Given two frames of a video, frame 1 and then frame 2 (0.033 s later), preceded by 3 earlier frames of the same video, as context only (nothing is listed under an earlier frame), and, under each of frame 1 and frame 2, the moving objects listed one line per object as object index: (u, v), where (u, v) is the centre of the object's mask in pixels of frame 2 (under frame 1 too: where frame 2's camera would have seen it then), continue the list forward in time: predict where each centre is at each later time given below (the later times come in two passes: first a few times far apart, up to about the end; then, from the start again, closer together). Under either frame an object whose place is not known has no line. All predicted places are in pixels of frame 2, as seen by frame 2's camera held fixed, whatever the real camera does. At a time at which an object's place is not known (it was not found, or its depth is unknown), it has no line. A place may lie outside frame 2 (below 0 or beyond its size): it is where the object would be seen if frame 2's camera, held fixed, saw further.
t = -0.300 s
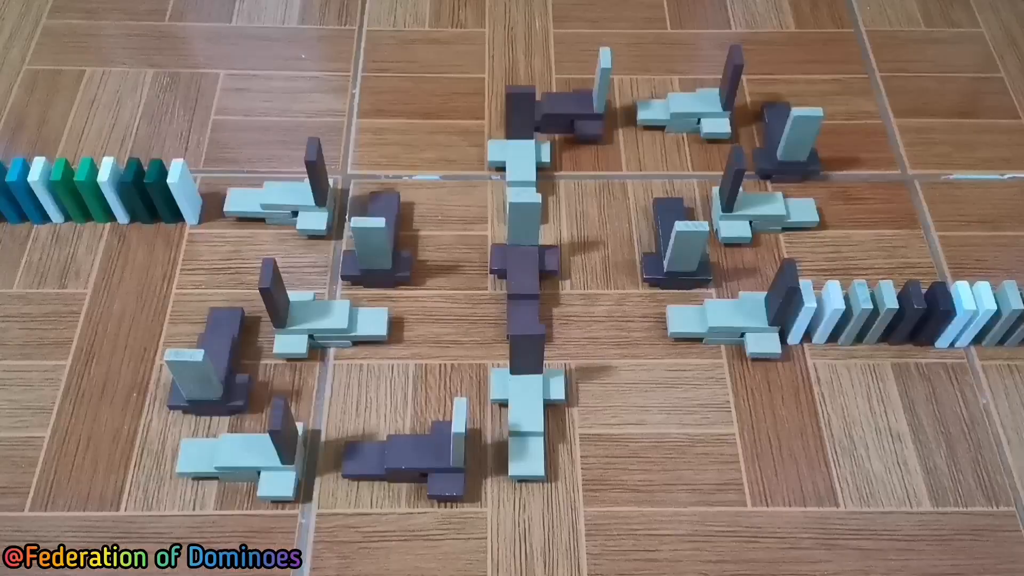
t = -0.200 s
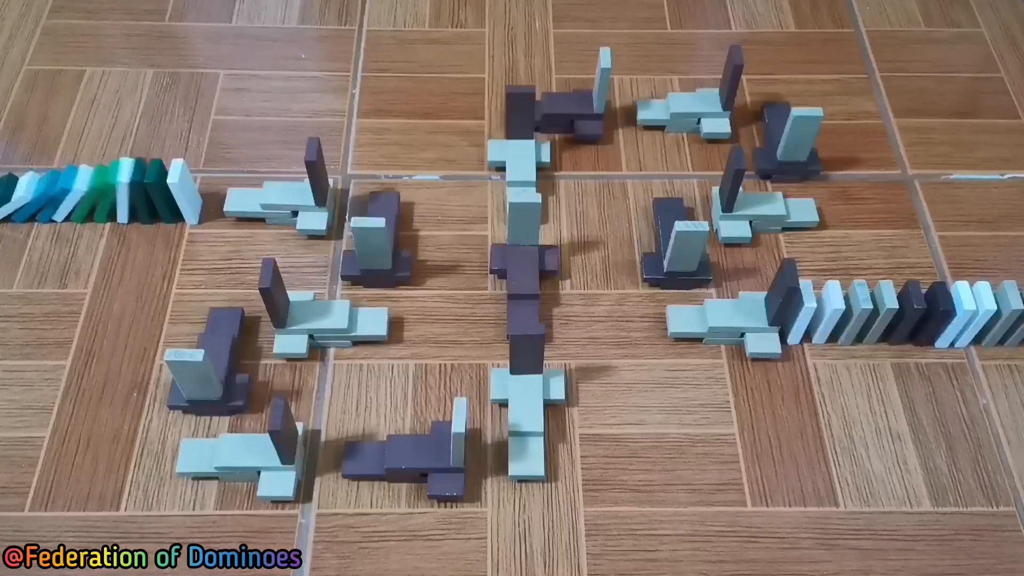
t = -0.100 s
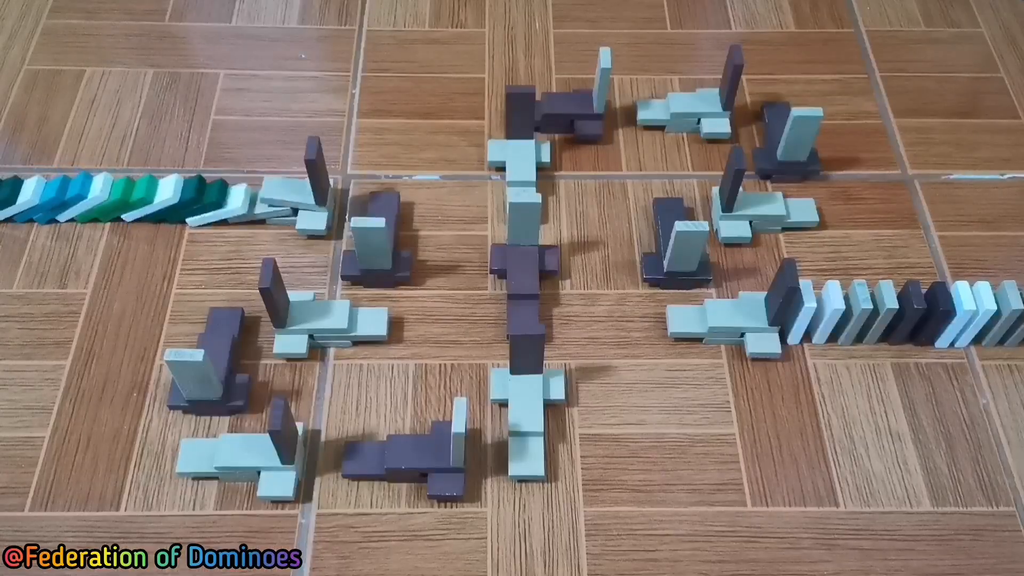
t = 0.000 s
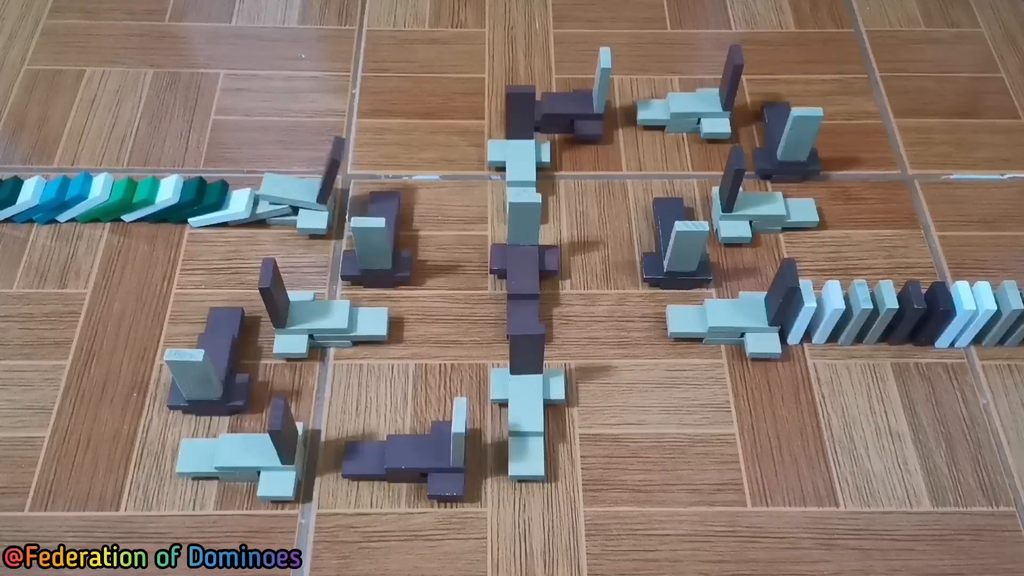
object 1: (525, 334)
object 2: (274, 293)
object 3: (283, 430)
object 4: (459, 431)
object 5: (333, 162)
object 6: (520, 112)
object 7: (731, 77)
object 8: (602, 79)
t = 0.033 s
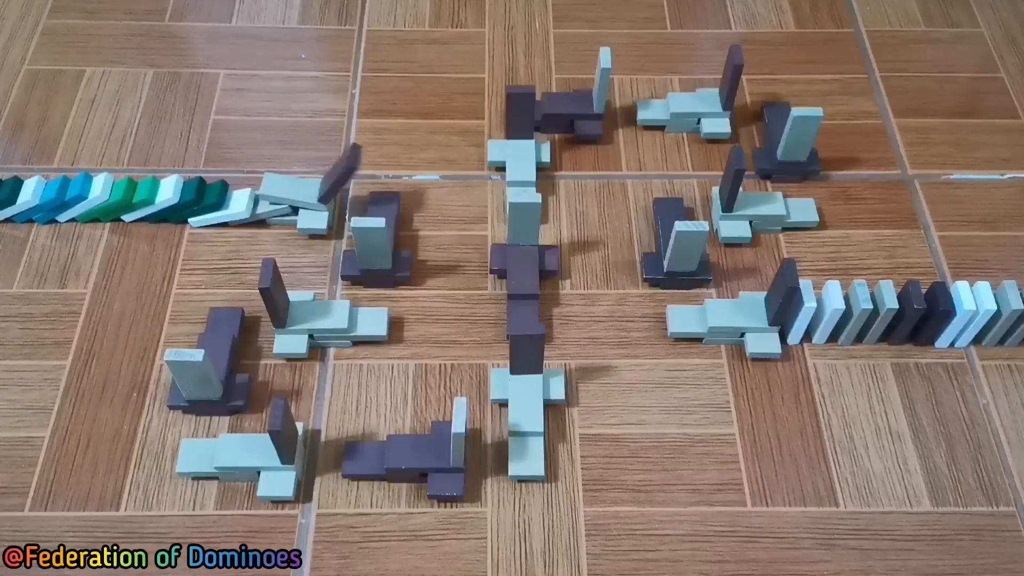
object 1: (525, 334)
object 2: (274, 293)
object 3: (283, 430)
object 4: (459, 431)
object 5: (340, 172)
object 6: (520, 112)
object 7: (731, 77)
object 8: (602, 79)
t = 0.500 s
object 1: (525, 334)
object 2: (238, 316)
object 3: (283, 430)
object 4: (459, 431)
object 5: (374, 183)
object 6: (520, 112)
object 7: (731, 77)
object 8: (602, 79)
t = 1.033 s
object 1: (525, 334)
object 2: (231, 281)
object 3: (343, 452)
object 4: (464, 431)
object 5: (374, 183)
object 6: (520, 112)
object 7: (731, 77)
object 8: (602, 79)
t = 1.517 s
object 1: (524, 328)
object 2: (231, 281)
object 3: (341, 450)
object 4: (507, 504)
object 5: (374, 183)
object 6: (520, 112)
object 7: (731, 77)
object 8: (602, 79)
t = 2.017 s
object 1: (520, 323)
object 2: (231, 281)
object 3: (340, 451)
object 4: (507, 504)
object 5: (374, 183)
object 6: (512, 104)
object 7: (731, 77)
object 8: (602, 79)
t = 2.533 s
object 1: (520, 323)
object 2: (231, 281)
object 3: (340, 451)
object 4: (507, 504)
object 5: (374, 183)
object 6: (479, 111)
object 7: (760, 94)
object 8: (632, 141)
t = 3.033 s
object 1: (522, 316)
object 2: (231, 281)
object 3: (340, 451)
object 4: (507, 505)
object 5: (374, 183)
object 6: (479, 111)
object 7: (757, 96)
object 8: (631, 141)
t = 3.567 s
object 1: (522, 316)
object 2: (231, 281)
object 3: (339, 451)
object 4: (507, 505)
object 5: (374, 183)
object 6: (479, 111)
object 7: (757, 96)
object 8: (631, 141)
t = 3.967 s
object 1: (522, 316)
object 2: (231, 281)
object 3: (339, 451)
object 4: (507, 504)
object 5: (374, 183)
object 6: (479, 111)
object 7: (757, 96)
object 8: (631, 141)
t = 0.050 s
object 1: (525, 334)
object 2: (274, 293)
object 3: (283, 430)
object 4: (459, 431)
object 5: (345, 176)
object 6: (520, 112)
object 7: (731, 77)
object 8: (602, 79)
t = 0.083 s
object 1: (525, 334)
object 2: (274, 293)
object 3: (283, 430)
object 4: (459, 431)
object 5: (357, 189)
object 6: (520, 112)
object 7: (731, 77)
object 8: (602, 79)
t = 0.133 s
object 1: (525, 334)
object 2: (274, 293)
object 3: (283, 430)
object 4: (459, 431)
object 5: (375, 200)
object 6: (520, 112)
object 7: (731, 77)
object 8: (602, 79)
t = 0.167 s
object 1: (525, 334)
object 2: (274, 293)
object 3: (283, 430)
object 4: (459, 431)
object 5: (374, 195)
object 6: (520, 112)
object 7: (731, 77)
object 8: (602, 79)
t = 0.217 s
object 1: (525, 334)
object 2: (274, 293)
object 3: (283, 430)
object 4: (459, 431)
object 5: (375, 194)
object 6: (520, 112)
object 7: (731, 77)
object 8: (602, 79)
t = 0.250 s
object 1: (525, 334)
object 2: (274, 293)
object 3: (283, 430)
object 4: (459, 431)
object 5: (373, 190)
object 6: (520, 112)
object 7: (731, 77)
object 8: (602, 79)
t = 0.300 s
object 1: (525, 334)
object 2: (274, 293)
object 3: (283, 430)
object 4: (459, 431)
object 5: (374, 185)
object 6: (520, 112)
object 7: (731, 77)
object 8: (602, 79)
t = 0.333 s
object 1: (525, 334)
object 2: (273, 292)
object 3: (283, 430)
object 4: (459, 431)
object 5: (373, 184)
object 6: (520, 112)
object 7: (731, 77)
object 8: (602, 79)
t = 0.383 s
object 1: (525, 334)
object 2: (267, 293)
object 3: (283, 430)
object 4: (459, 431)
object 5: (374, 183)
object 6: (520, 112)
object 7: (731, 77)
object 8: (602, 79)
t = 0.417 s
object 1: (525, 334)
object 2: (259, 293)
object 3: (283, 430)
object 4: (459, 431)
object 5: (373, 184)
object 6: (520, 112)
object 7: (731, 77)
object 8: (602, 79)
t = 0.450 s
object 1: (525, 334)
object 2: (251, 297)
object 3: (283, 430)
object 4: (459, 431)
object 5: (374, 183)
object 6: (520, 112)
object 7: (731, 77)
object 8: (602, 79)
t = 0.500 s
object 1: (525, 334)
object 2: (238, 316)
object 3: (283, 430)
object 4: (459, 431)
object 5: (374, 183)
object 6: (520, 112)
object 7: (731, 77)
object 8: (602, 79)
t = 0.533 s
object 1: (525, 334)
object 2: (237, 317)
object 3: (283, 430)
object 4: (459, 431)
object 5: (374, 183)
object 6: (520, 112)
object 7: (731, 77)
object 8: (602, 79)
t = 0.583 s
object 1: (525, 334)
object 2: (227, 309)
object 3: (283, 430)
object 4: (459, 431)
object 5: (374, 183)
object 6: (520, 112)
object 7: (731, 77)
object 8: (602, 79)
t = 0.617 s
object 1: (525, 334)
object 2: (226, 303)
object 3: (283, 430)
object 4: (459, 431)
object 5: (374, 183)
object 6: (520, 112)
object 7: (731, 77)
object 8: (602, 79)
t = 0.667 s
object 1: (525, 334)
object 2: (227, 293)
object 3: (283, 430)
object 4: (459, 431)
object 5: (374, 183)
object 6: (520, 112)
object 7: (731, 77)
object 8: (602, 79)
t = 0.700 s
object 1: (525, 334)
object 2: (228, 289)
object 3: (283, 430)
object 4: (459, 431)
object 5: (374, 183)
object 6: (520, 112)
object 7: (731, 77)
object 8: (602, 79)
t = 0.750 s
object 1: (525, 334)
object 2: (230, 284)
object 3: (282, 430)
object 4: (459, 432)
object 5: (374, 183)
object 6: (520, 112)
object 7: (731, 77)
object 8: (602, 79)
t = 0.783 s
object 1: (525, 334)
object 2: (231, 282)
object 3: (284, 429)
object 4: (459, 432)
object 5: (374, 183)
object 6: (520, 112)
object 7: (731, 77)
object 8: (602, 79)
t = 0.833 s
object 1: (525, 334)
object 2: (231, 281)
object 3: (290, 429)
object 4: (459, 432)
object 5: (374, 183)
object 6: (520, 112)
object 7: (731, 77)
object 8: (602, 79)
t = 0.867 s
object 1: (525, 334)
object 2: (231, 281)
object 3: (296, 430)
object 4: (459, 432)
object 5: (374, 183)
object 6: (520, 112)
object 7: (731, 77)
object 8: (602, 79)
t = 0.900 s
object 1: (525, 334)
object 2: (231, 281)
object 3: (307, 432)
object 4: (459, 432)
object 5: (374, 183)
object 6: (520, 112)
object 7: (731, 77)
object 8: (602, 79)
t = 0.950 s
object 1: (525, 334)
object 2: (231, 281)
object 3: (331, 447)
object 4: (459, 431)
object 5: (374, 183)
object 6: (520, 112)
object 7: (731, 77)
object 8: (602, 79)
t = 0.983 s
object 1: (525, 334)
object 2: (231, 281)
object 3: (344, 454)
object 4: (459, 431)
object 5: (374, 183)
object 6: (520, 112)
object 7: (731, 77)
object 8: (602, 79)
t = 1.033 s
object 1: (525, 334)
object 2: (231, 281)
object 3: (343, 452)
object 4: (464, 431)
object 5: (374, 183)
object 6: (520, 112)
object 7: (731, 77)
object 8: (602, 79)
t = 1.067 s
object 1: (525, 334)
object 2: (231, 281)
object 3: (342, 451)
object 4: (469, 431)
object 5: (374, 183)
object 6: (520, 112)
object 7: (731, 77)
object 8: (602, 79)
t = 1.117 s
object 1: (525, 334)
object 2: (231, 281)
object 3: (341, 451)
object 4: (481, 434)
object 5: (374, 183)
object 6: (520, 112)
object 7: (731, 77)
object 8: (602, 79)
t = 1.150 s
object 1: (525, 334)
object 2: (231, 281)
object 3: (342, 450)
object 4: (493, 438)
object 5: (374, 183)
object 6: (520, 112)
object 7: (731, 77)
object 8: (602, 79)
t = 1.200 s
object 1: (525, 334)
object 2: (231, 281)
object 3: (341, 451)
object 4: (513, 454)
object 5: (374, 183)
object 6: (520, 112)
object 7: (731, 77)
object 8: (602, 79)
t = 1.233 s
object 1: (525, 334)
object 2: (231, 281)
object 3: (341, 451)
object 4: (516, 459)
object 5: (374, 183)
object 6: (520, 112)
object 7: (731, 77)
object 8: (602, 79)
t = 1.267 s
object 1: (525, 334)
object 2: (231, 281)
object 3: (341, 451)
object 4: (510, 467)
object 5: (374, 183)
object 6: (520, 112)
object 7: (731, 77)
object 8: (602, 79)
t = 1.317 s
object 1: (525, 334)
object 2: (231, 281)
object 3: (341, 451)
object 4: (507, 483)
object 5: (374, 183)
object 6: (520, 112)
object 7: (731, 77)
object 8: (602, 79)
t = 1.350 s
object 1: (525, 333)
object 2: (231, 281)
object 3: (341, 451)
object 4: (507, 492)
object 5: (374, 183)
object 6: (520, 112)
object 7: (731, 77)
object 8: (602, 79)
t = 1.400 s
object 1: (525, 331)
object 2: (231, 281)
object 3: (341, 451)
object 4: (506, 499)
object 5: (374, 183)
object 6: (520, 112)
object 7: (731, 77)
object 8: (602, 79)
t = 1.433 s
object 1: (524, 326)
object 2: (231, 281)
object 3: (341, 451)
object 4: (506, 504)
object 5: (374, 183)
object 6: (520, 112)
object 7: (731, 77)
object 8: (602, 79)
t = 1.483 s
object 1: (524, 327)
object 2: (231, 281)
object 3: (341, 451)
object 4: (506, 505)
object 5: (374, 183)
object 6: (520, 112)
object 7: (731, 77)
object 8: (602, 79)
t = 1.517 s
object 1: (524, 328)
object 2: (231, 281)
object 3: (341, 450)
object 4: (507, 504)
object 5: (374, 183)
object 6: (520, 112)
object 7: (731, 77)
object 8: (602, 79)
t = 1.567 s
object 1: (522, 325)
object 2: (231, 281)
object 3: (340, 450)
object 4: (507, 504)
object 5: (374, 183)
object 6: (520, 112)
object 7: (731, 77)
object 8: (602, 79)
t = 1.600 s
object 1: (521, 324)
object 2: (231, 281)
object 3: (340, 451)
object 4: (507, 504)
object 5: (374, 183)
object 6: (520, 112)
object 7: (731, 77)
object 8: (602, 79)
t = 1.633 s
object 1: (521, 324)
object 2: (231, 281)
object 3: (340, 451)
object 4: (507, 504)
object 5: (374, 183)
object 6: (520, 112)
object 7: (731, 77)
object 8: (602, 79)
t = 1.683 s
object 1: (520, 324)
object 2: (231, 281)
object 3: (340, 451)
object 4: (508, 504)
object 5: (374, 183)
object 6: (520, 111)
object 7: (731, 77)
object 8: (602, 79)
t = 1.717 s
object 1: (520, 324)
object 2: (231, 281)
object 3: (340, 451)
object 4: (508, 504)
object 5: (374, 183)
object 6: (519, 110)
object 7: (731, 77)
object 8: (602, 79)
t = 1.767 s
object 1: (520, 324)
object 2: (231, 281)
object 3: (340, 451)
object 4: (508, 504)
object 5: (374, 183)
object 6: (518, 108)
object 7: (731, 77)
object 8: (602, 79)
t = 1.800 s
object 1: (520, 323)
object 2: (231, 281)
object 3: (340, 451)
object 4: (507, 504)
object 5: (374, 183)
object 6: (518, 107)
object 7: (731, 77)
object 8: (602, 79)
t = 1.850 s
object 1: (520, 323)
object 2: (231, 281)
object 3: (340, 451)
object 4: (507, 504)
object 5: (374, 183)
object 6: (518, 105)
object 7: (731, 77)
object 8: (602, 79)
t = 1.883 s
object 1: (520, 323)
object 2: (231, 281)
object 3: (341, 450)
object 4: (507, 504)
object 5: (374, 183)
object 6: (517, 105)
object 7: (731, 77)
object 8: (602, 79)
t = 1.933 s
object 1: (520, 323)
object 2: (231, 281)
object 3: (341, 450)
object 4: (507, 504)
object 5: (374, 183)
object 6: (516, 101)
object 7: (731, 77)
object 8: (602, 79)
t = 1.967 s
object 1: (520, 323)
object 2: (231, 281)
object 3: (340, 451)
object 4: (507, 504)
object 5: (374, 183)
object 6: (515, 99)
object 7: (731, 77)
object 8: (602, 79)
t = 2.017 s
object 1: (520, 323)
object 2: (231, 281)
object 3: (340, 451)
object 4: (507, 504)
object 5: (374, 183)
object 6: (512, 104)
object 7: (731, 77)
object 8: (602, 79)
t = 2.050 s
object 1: (520, 323)
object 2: (231, 281)
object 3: (340, 450)
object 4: (507, 504)
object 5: (374, 183)
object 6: (509, 109)
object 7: (731, 77)
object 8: (602, 77)
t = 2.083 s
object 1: (520, 323)
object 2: (231, 281)
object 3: (340, 451)
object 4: (507, 504)
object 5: (374, 183)
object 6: (502, 107)
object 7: (731, 77)
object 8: (603, 77)
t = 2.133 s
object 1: (520, 323)
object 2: (231, 281)
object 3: (340, 451)
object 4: (507, 504)
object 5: (374, 183)
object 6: (488, 109)
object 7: (731, 77)
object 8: (606, 79)
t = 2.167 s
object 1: (520, 323)
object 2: (231, 281)
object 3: (340, 450)
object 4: (507, 504)
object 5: (374, 183)
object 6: (484, 109)
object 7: (731, 77)
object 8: (610, 80)
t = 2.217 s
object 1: (521, 323)
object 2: (231, 281)
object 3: (340, 451)
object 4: (507, 504)
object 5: (374, 183)
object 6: (481, 109)
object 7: (731, 77)
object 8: (623, 91)
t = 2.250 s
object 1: (520, 323)
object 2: (231, 281)
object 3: (340, 451)
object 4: (507, 504)
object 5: (374, 183)
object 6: (480, 110)
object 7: (731, 77)
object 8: (628, 106)
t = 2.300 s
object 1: (521, 323)
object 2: (231, 281)
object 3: (340, 451)
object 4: (507, 504)
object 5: (374, 183)
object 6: (480, 110)
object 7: (732, 74)
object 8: (635, 119)
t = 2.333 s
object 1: (521, 323)
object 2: (231, 281)
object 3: (340, 451)
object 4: (507, 504)
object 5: (374, 183)
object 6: (479, 110)
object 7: (734, 76)
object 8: (635, 128)
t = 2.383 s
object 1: (520, 323)
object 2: (231, 281)
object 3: (340, 451)
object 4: (507, 505)
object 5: (374, 183)
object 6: (479, 111)
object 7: (738, 75)
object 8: (634, 132)
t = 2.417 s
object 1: (520, 323)
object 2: (231, 281)
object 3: (340, 451)
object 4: (507, 504)
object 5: (374, 183)
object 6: (479, 111)
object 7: (741, 76)
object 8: (633, 137)
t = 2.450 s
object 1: (520, 323)
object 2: (231, 281)
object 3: (340, 451)
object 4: (507, 505)
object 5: (374, 183)
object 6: (479, 111)
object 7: (745, 77)
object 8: (632, 138)
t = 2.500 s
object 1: (520, 323)
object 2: (231, 281)
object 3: (340, 451)
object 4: (507, 504)
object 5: (374, 183)
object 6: (479, 111)
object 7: (755, 81)
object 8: (631, 140)
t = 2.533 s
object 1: (520, 323)
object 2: (231, 281)
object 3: (340, 451)
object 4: (507, 504)
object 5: (374, 183)
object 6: (479, 111)
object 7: (760, 94)
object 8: (632, 141)
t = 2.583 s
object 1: (520, 324)
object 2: (231, 281)
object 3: (340, 451)
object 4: (507, 504)
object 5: (374, 183)
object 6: (479, 111)
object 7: (758, 107)
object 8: (632, 141)
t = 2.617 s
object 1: (520, 326)
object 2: (231, 281)
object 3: (340, 451)
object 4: (507, 504)
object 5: (374, 183)
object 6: (479, 111)
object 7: (765, 105)
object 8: (631, 141)
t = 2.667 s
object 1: (521, 316)
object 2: (231, 281)
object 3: (340, 451)
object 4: (507, 505)
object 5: (374, 183)
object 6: (479, 111)
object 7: (767, 100)
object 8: (632, 141)
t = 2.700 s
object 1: (521, 316)
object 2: (231, 281)
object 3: (340, 451)
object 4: (507, 504)
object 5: (374, 183)
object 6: (479, 111)
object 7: (765, 98)
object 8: (632, 141)
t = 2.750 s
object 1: (521, 316)
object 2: (231, 281)
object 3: (339, 451)
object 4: (507, 504)
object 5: (374, 183)
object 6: (479, 111)
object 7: (761, 96)
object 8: (632, 141)
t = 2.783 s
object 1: (521, 316)
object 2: (231, 281)
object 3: (340, 451)
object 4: (507, 504)
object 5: (374, 183)
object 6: (479, 111)
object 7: (759, 96)
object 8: (632, 141)
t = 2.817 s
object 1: (521, 316)
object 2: (231, 281)
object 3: (340, 451)
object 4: (508, 505)
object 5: (374, 183)
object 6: (479, 111)
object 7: (757, 96)
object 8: (631, 141)
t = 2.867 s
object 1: (521, 316)
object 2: (231, 281)
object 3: (340, 450)
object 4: (508, 505)
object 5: (374, 183)
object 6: (479, 111)
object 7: (757, 96)
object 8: (631, 141)
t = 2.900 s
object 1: (521, 316)
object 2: (231, 281)
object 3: (340, 450)
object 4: (507, 504)
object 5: (374, 183)
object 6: (479, 111)
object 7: (757, 96)
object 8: (631, 141)
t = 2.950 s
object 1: (521, 316)
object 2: (231, 281)
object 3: (340, 450)
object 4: (507, 504)
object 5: (374, 183)
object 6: (479, 111)
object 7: (757, 96)
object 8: (631, 141)
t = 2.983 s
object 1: (521, 316)
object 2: (231, 281)
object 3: (340, 451)
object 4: (507, 504)
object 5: (374, 183)
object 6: (479, 111)
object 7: (757, 96)
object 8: (631, 141)
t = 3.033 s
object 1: (522, 316)
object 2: (231, 281)
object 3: (340, 451)
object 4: (507, 505)
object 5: (374, 183)
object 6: (479, 111)
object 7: (757, 96)
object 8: (631, 141)
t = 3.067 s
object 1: (522, 316)
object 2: (231, 281)
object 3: (340, 451)
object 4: (507, 504)
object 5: (374, 183)
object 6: (479, 111)
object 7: (757, 96)
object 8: (631, 141)
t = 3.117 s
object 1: (522, 316)
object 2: (231, 281)
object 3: (340, 451)
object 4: (507, 504)
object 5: (374, 183)
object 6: (479, 111)
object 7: (757, 96)
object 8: (631, 141)
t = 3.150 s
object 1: (522, 316)
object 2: (231, 281)
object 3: (340, 451)
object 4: (507, 504)
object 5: (374, 183)
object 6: (479, 111)
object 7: (757, 96)
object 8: (631, 141)
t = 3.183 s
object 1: (522, 316)
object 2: (231, 281)
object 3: (340, 451)
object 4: (508, 505)
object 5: (374, 183)
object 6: (479, 111)
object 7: (757, 96)
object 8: (631, 141)
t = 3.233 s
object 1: (522, 316)
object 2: (231, 281)
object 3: (340, 451)
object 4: (507, 505)
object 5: (374, 183)
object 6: (479, 111)
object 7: (757, 96)
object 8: (631, 141)
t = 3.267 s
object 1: (522, 316)
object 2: (231, 281)
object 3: (340, 451)
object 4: (507, 505)
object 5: (374, 183)
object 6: (479, 111)
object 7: (757, 96)
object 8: (631, 141)
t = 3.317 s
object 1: (522, 316)
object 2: (231, 281)
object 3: (340, 451)
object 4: (507, 504)
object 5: (374, 183)
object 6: (479, 111)
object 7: (757, 96)
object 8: (631, 141)
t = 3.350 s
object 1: (522, 316)
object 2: (230, 281)
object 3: (339, 451)
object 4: (507, 504)
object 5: (374, 183)
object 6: (479, 111)
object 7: (757, 96)
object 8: (631, 141)
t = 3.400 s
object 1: (522, 316)
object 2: (231, 281)
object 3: (340, 451)
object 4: (507, 504)
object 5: (374, 183)
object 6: (479, 111)
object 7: (757, 96)
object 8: (631, 141)
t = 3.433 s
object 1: (522, 316)
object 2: (231, 281)
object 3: (339, 451)
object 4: (507, 504)
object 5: (374, 183)
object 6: (479, 111)
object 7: (757, 96)
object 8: (631, 141)
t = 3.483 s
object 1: (522, 316)
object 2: (231, 281)
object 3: (339, 451)
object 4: (507, 504)
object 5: (374, 183)
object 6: (479, 111)
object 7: (757, 96)
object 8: (631, 141)
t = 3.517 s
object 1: (522, 316)
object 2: (231, 281)
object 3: (339, 451)
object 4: (507, 504)
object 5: (374, 183)
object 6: (479, 111)
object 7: (757, 96)
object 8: (631, 141)
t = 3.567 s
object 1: (522, 316)
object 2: (231, 281)
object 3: (339, 451)
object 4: (507, 505)
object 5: (374, 183)
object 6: (479, 111)
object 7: (757, 96)
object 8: (631, 141)
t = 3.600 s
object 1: (522, 316)
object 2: (231, 281)
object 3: (339, 451)
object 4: (507, 505)
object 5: (374, 183)
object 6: (479, 111)
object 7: (757, 96)
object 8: (631, 141)
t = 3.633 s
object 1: (522, 316)
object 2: (231, 281)
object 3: (339, 451)
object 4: (507, 505)
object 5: (374, 183)
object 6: (479, 111)
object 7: (757, 96)
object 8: (631, 141)
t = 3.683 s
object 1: (522, 316)
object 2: (231, 281)
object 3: (339, 451)
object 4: (507, 505)
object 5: (374, 183)
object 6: (479, 111)
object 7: (757, 96)
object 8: (631, 141)
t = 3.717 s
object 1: (522, 316)
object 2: (231, 281)
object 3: (339, 451)
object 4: (507, 504)
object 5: (374, 183)
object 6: (479, 111)
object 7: (757, 96)
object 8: (631, 141)
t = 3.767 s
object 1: (522, 316)
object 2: (231, 281)
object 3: (339, 451)
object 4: (507, 504)
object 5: (374, 183)
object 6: (479, 111)
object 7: (757, 96)
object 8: (631, 141)
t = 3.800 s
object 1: (522, 316)
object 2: (231, 281)
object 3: (339, 451)
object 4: (507, 504)
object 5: (374, 183)
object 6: (479, 111)
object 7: (757, 96)
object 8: (631, 141)
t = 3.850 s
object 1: (522, 316)
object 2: (231, 281)
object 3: (339, 451)
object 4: (507, 504)
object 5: (374, 183)
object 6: (479, 111)
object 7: (757, 96)
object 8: (631, 141)
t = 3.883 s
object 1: (522, 316)
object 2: (231, 281)
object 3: (339, 451)
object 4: (507, 504)
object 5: (374, 183)
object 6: (479, 111)
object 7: (757, 96)
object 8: (631, 141)
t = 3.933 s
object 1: (522, 316)
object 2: (231, 281)
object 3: (339, 451)
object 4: (507, 504)
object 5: (374, 183)
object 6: (479, 111)
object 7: (757, 96)
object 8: (631, 141)
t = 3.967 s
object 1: (522, 316)
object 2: (231, 281)
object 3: (339, 451)
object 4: (507, 504)
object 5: (374, 183)
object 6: (479, 111)
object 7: (757, 96)
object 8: (631, 141)
